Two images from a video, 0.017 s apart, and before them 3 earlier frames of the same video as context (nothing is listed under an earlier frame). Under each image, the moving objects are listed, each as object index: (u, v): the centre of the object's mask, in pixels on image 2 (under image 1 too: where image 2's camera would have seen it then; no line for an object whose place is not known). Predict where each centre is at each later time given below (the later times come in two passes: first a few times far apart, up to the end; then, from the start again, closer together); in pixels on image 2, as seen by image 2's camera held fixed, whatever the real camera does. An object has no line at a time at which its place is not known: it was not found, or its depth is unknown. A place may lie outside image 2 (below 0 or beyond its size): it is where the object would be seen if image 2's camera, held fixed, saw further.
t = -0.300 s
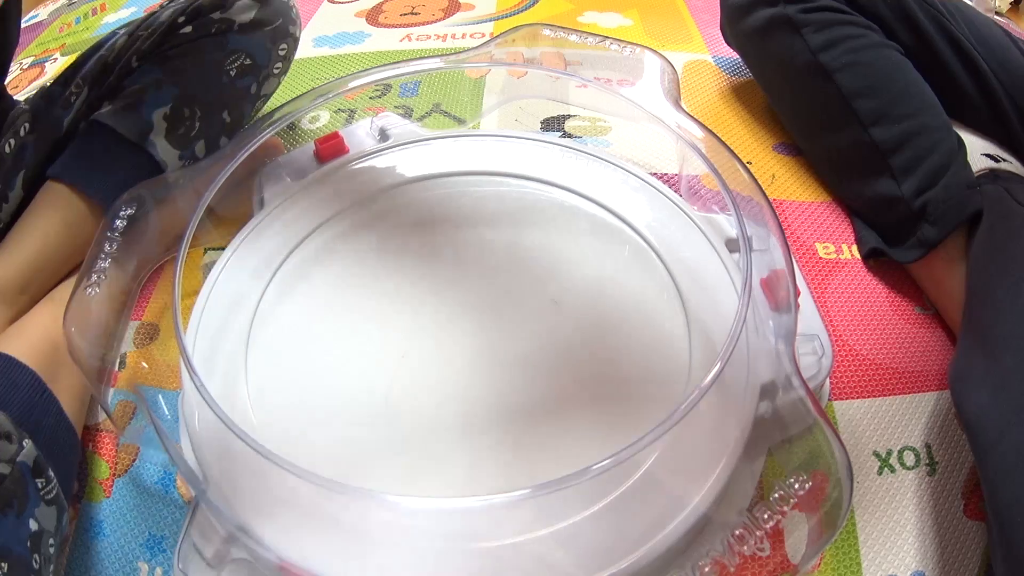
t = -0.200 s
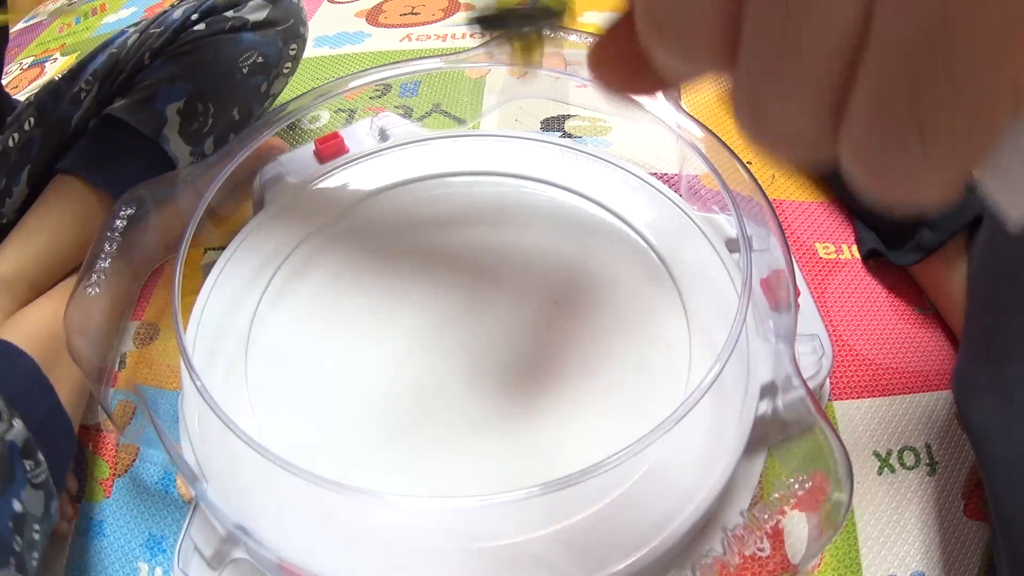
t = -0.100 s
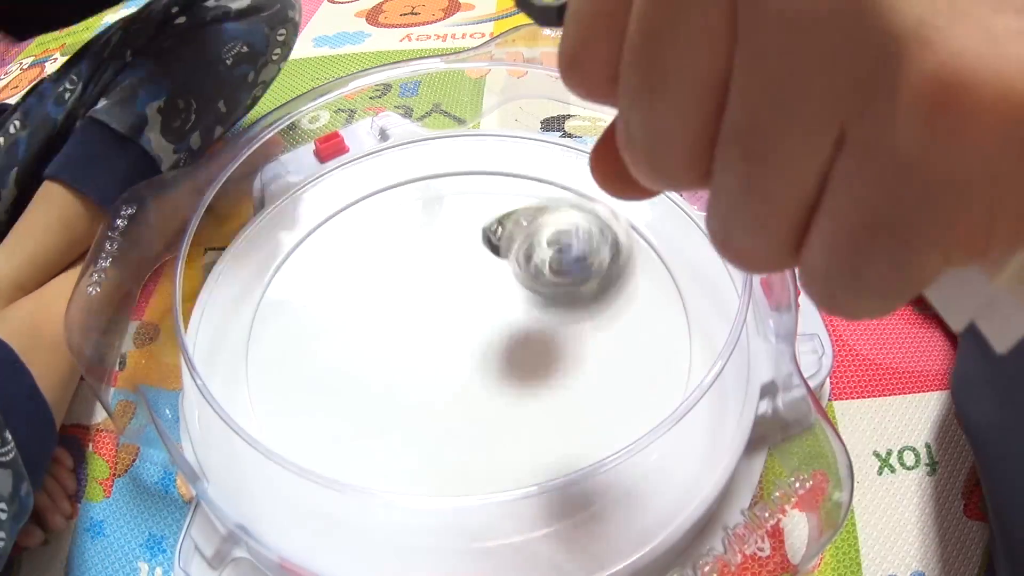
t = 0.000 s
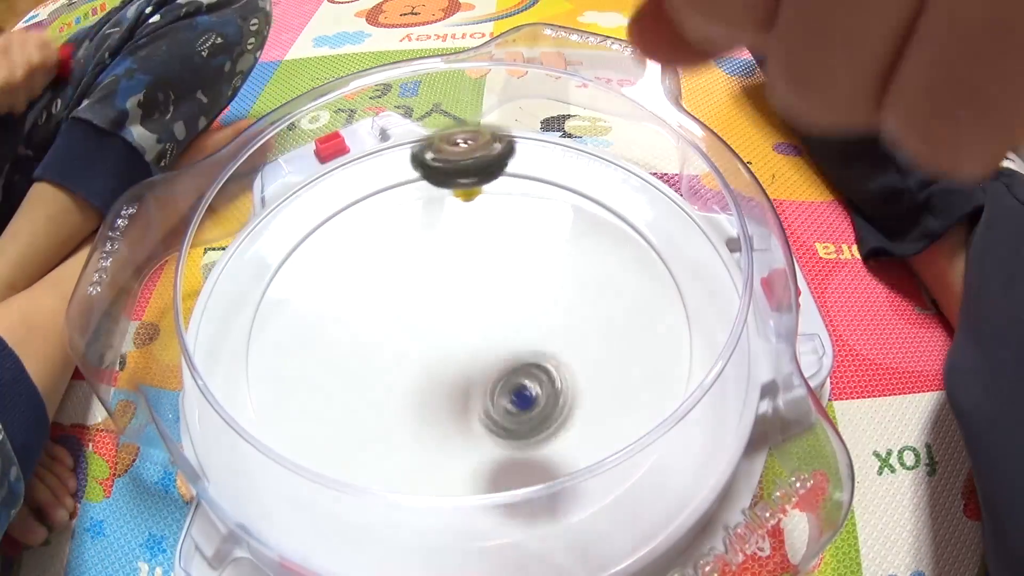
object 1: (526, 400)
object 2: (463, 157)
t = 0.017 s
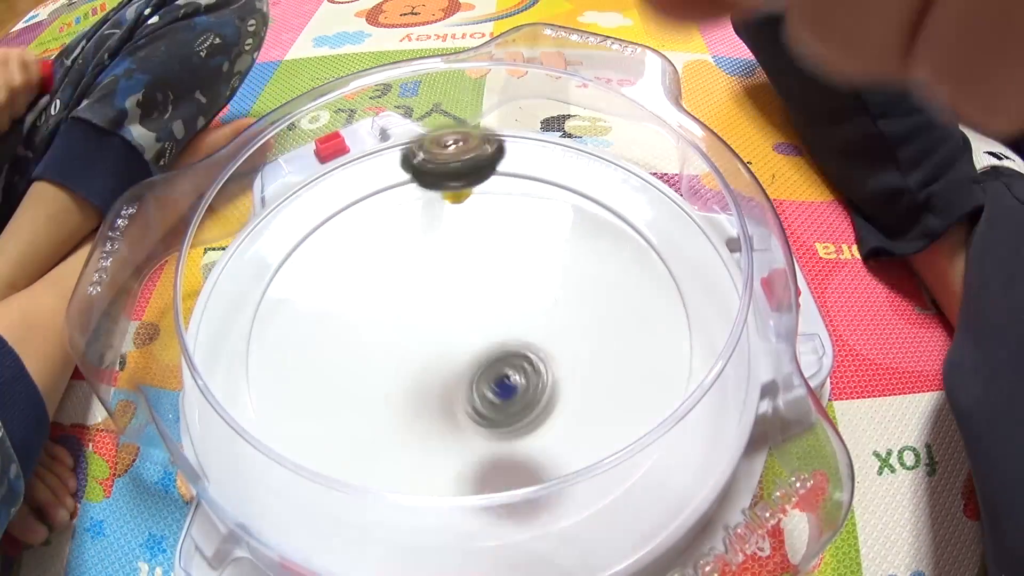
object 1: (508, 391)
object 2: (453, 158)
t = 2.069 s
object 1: (333, 310)
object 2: (441, 247)
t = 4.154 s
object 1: (367, 371)
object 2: (470, 363)
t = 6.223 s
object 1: (591, 257)
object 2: (526, 383)
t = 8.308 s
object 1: (422, 243)
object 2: (527, 301)
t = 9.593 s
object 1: (487, 409)
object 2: (407, 296)
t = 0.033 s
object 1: (492, 383)
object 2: (442, 165)
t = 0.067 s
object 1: (462, 378)
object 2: (425, 194)
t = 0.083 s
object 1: (447, 382)
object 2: (418, 213)
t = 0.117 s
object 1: (423, 400)
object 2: (406, 260)
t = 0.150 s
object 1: (401, 387)
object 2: (398, 308)
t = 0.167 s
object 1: (390, 365)
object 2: (389, 292)
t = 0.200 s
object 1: (370, 347)
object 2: (373, 267)
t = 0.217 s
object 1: (362, 341)
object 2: (365, 259)
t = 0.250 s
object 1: (352, 338)
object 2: (354, 253)
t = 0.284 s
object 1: (343, 321)
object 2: (346, 242)
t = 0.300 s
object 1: (342, 312)
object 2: (344, 230)
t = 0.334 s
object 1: (339, 302)
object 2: (342, 221)
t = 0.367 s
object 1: (341, 309)
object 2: (345, 224)
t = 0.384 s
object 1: (343, 316)
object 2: (347, 223)
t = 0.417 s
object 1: (348, 322)
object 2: (351, 209)
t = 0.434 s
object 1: (354, 318)
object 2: (353, 208)
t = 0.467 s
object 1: (364, 320)
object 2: (361, 208)
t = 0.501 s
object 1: (376, 322)
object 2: (370, 209)
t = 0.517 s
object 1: (381, 323)
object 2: (375, 209)
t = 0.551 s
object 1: (394, 323)
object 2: (385, 214)
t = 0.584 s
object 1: (406, 324)
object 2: (396, 223)
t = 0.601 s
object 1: (412, 325)
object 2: (402, 229)
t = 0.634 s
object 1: (424, 325)
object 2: (412, 240)
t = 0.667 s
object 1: (436, 327)
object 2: (421, 255)
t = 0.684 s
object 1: (441, 328)
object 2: (424, 262)
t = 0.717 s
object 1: (452, 355)
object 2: (429, 255)
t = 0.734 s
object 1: (457, 370)
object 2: (429, 250)
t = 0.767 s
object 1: (466, 397)
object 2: (429, 243)
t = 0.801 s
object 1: (470, 419)
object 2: (427, 239)
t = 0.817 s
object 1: (470, 429)
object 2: (425, 237)
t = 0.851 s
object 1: (466, 446)
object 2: (419, 234)
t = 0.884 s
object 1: (458, 458)
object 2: (411, 233)
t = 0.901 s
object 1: (454, 460)
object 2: (406, 233)
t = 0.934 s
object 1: (445, 465)
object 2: (397, 235)
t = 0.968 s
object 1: (437, 469)
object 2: (387, 238)
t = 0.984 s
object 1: (434, 471)
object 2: (381, 239)
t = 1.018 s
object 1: (428, 486)
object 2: (371, 244)
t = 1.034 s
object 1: (427, 487)
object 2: (366, 245)
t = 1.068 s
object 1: (425, 488)
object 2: (357, 251)
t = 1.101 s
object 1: (424, 486)
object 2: (349, 257)
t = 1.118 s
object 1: (425, 472)
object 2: (346, 261)
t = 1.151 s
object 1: (424, 469)
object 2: (340, 268)
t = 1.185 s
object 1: (427, 463)
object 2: (338, 275)
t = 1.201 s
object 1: (427, 460)
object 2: (336, 279)
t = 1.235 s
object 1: (425, 449)
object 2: (336, 285)
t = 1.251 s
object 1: (424, 441)
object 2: (336, 289)
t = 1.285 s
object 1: (419, 425)
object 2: (336, 294)
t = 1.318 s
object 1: (412, 409)
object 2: (338, 300)
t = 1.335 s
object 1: (408, 401)
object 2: (340, 302)
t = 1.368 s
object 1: (399, 385)
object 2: (346, 308)
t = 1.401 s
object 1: (394, 380)
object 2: (350, 302)
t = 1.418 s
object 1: (398, 389)
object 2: (350, 289)
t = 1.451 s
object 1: (403, 403)
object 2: (350, 267)
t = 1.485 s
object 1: (407, 412)
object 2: (352, 248)
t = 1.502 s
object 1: (410, 415)
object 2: (353, 241)
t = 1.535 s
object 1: (414, 415)
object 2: (355, 228)
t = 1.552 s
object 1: (416, 412)
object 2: (356, 223)
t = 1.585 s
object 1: (419, 404)
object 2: (357, 215)
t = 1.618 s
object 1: (420, 393)
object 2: (358, 210)
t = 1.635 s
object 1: (420, 388)
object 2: (359, 208)
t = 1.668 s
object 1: (417, 375)
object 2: (361, 207)
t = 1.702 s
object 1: (414, 362)
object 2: (363, 207)
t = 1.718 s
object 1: (412, 356)
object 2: (364, 207)
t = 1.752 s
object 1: (406, 345)
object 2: (366, 209)
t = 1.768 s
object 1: (403, 340)
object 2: (368, 209)
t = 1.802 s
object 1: (396, 330)
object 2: (372, 214)
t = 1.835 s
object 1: (388, 322)
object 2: (375, 217)
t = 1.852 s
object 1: (385, 318)
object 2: (378, 218)
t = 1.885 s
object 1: (376, 313)
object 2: (384, 224)
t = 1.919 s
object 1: (368, 309)
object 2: (391, 227)
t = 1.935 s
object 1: (364, 308)
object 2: (396, 230)
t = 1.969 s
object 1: (356, 305)
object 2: (406, 235)
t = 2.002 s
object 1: (348, 305)
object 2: (416, 239)
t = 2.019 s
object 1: (343, 306)
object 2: (422, 241)
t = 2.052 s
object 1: (336, 308)
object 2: (434, 245)
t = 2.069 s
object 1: (333, 310)
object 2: (441, 247)
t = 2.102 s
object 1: (327, 315)
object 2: (453, 248)
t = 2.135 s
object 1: (326, 324)
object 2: (467, 250)
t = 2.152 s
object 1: (327, 329)
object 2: (474, 251)
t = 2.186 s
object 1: (336, 339)
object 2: (487, 251)
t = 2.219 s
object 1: (350, 345)
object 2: (500, 252)
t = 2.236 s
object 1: (359, 347)
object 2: (506, 252)
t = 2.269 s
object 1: (379, 349)
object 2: (517, 251)
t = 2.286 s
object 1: (389, 348)
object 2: (523, 250)
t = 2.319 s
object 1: (409, 344)
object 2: (532, 248)
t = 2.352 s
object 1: (428, 336)
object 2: (541, 246)
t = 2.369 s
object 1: (437, 332)
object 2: (545, 245)
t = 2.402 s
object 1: (452, 322)
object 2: (553, 242)
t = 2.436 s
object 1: (464, 312)
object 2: (559, 240)
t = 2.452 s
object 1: (470, 306)
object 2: (562, 239)
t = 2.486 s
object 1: (478, 296)
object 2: (567, 237)
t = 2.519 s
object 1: (483, 285)
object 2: (572, 235)
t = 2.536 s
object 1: (486, 280)
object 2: (574, 236)
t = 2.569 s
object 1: (489, 270)
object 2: (576, 236)
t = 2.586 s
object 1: (490, 265)
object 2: (578, 236)
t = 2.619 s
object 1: (490, 256)
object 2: (580, 236)
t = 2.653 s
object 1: (490, 247)
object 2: (582, 237)
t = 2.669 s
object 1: (489, 243)
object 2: (582, 238)
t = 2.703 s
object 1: (487, 235)
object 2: (582, 240)
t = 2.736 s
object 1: (482, 227)
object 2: (582, 243)
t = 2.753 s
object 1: (481, 225)
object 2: (582, 245)
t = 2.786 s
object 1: (474, 219)
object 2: (580, 250)
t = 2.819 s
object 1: (466, 214)
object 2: (577, 255)
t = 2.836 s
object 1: (461, 213)
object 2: (576, 257)
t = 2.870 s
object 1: (451, 212)
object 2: (574, 264)
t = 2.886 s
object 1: (445, 212)
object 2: (572, 267)
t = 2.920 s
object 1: (433, 215)
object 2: (569, 275)
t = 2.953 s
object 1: (423, 224)
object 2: (567, 283)
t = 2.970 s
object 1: (418, 230)
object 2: (566, 287)
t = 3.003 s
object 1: (411, 244)
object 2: (565, 295)
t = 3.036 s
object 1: (409, 261)
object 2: (564, 305)
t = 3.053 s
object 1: (409, 268)
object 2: (564, 309)
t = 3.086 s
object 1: (412, 286)
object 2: (564, 319)
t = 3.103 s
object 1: (415, 294)
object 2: (564, 323)
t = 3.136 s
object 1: (423, 310)
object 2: (565, 332)
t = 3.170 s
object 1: (435, 325)
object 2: (566, 340)
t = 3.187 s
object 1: (441, 332)
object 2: (566, 344)
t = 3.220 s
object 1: (455, 343)
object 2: (566, 351)
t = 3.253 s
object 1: (469, 351)
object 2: (567, 357)
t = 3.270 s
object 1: (474, 354)
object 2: (571, 360)
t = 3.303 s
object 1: (472, 354)
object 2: (586, 367)
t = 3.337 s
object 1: (472, 354)
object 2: (597, 374)
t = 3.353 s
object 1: (473, 354)
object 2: (601, 376)
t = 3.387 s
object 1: (476, 354)
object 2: (608, 380)
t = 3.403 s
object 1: (477, 354)
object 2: (610, 381)
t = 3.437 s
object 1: (484, 354)
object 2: (615, 384)
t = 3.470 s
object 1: (493, 355)
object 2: (617, 386)
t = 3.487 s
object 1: (499, 355)
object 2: (619, 387)
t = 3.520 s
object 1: (512, 356)
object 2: (620, 388)
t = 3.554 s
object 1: (526, 356)
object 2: (619, 389)
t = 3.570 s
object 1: (533, 355)
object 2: (618, 390)
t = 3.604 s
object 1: (540, 348)
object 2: (620, 394)
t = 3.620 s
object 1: (540, 344)
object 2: (623, 397)
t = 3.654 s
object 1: (540, 330)
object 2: (625, 401)
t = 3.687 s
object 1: (536, 319)
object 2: (625, 402)
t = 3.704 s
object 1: (534, 315)
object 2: (624, 402)
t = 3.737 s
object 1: (526, 304)
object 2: (621, 400)
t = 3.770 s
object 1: (515, 297)
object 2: (616, 397)
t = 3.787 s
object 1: (508, 295)
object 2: (612, 395)
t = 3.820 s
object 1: (493, 292)
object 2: (602, 390)
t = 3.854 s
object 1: (475, 291)
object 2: (590, 385)
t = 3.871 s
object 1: (467, 293)
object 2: (583, 382)
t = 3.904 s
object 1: (450, 298)
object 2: (568, 378)
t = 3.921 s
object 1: (442, 301)
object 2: (560, 375)
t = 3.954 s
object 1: (427, 310)
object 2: (543, 371)
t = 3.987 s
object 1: (415, 321)
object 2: (525, 366)
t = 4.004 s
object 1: (410, 326)
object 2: (517, 364)
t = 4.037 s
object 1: (401, 339)
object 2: (500, 361)
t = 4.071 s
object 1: (393, 351)
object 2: (488, 360)
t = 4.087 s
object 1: (387, 355)
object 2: (485, 361)
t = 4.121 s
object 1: (377, 364)
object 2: (476, 362)
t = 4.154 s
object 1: (367, 371)
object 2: (470, 363)
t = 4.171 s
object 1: (363, 375)
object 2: (468, 364)
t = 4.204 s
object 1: (360, 385)
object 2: (461, 366)
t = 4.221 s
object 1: (360, 389)
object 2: (456, 366)
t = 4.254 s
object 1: (339, 400)
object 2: (466, 364)
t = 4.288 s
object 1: (317, 410)
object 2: (480, 359)
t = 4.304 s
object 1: (308, 415)
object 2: (485, 357)
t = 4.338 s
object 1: (302, 423)
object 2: (492, 352)
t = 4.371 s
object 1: (300, 428)
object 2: (493, 346)
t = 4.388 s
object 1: (302, 431)
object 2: (492, 343)
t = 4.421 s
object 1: (306, 437)
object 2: (488, 338)
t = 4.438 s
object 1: (310, 439)
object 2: (485, 336)
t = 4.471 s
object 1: (312, 451)
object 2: (479, 331)
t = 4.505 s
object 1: (322, 458)
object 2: (472, 327)
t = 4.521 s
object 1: (328, 462)
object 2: (468, 325)
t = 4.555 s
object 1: (351, 456)
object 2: (461, 322)
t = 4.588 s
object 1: (368, 457)
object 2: (455, 320)
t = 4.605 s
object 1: (380, 456)
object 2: (453, 319)
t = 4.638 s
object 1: (401, 452)
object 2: (448, 318)
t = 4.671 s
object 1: (420, 437)
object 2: (444, 318)
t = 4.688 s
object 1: (430, 428)
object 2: (443, 317)
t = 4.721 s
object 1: (445, 409)
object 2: (440, 316)
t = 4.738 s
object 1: (453, 401)
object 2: (440, 316)
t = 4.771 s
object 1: (463, 389)
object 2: (440, 305)
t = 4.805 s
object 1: (475, 385)
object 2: (438, 291)
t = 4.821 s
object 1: (480, 382)
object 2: (437, 286)
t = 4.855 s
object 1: (488, 371)
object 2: (434, 277)
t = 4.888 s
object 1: (491, 359)
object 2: (430, 268)
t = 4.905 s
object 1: (492, 354)
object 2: (428, 264)
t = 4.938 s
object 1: (495, 338)
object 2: (423, 257)
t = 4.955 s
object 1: (495, 332)
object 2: (421, 254)
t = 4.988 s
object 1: (494, 320)
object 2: (417, 249)
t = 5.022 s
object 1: (493, 307)
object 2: (413, 244)
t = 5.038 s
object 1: (492, 302)
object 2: (412, 242)
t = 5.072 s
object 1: (489, 292)
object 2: (408, 237)
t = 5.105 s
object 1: (488, 282)
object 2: (405, 233)
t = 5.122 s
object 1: (486, 277)
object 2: (403, 232)
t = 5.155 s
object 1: (482, 268)
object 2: (400, 229)
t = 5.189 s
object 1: (479, 260)
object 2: (398, 228)
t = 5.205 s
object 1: (478, 256)
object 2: (397, 228)
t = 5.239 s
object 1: (475, 249)
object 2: (395, 230)
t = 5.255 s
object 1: (477, 247)
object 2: (391, 230)
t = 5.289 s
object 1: (479, 243)
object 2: (385, 231)
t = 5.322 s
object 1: (479, 239)
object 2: (382, 234)
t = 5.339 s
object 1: (479, 238)
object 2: (381, 235)
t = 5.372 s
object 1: (478, 235)
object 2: (381, 239)
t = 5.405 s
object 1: (476, 232)
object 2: (382, 244)
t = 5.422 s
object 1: (475, 231)
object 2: (383, 247)
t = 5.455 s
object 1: (472, 228)
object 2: (386, 253)
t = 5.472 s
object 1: (471, 227)
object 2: (388, 256)
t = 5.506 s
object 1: (467, 224)
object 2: (393, 262)
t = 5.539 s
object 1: (464, 224)
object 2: (398, 268)
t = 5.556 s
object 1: (467, 221)
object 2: (397, 273)
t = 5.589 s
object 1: (471, 217)
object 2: (397, 284)
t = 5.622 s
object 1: (474, 217)
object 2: (400, 292)
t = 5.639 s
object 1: (475, 217)
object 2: (403, 296)
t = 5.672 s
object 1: (477, 219)
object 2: (409, 302)
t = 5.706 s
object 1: (479, 222)
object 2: (417, 308)
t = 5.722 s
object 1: (480, 224)
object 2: (421, 311)
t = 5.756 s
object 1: (482, 231)
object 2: (430, 317)
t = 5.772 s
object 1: (484, 234)
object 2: (435, 320)
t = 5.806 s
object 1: (488, 243)
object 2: (444, 325)
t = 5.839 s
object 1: (495, 253)
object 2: (453, 327)
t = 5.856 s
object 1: (499, 257)
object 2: (458, 330)
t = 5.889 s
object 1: (507, 265)
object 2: (466, 333)
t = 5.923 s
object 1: (519, 272)
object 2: (472, 338)
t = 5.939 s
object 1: (527, 272)
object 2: (473, 343)
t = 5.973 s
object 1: (541, 271)
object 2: (476, 350)
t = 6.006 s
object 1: (555, 271)
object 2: (482, 356)
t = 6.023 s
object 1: (561, 269)
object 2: (484, 359)
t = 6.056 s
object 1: (570, 268)
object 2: (491, 364)
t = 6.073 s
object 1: (575, 267)
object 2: (495, 367)
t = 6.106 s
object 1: (582, 264)
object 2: (502, 371)
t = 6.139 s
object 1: (588, 262)
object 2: (508, 375)
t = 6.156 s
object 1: (591, 261)
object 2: (512, 378)
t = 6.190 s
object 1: (593, 259)
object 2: (519, 381)
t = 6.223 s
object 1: (591, 257)
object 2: (526, 383)
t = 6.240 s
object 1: (589, 256)
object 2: (529, 383)
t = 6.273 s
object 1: (584, 258)
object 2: (535, 385)
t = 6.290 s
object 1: (579, 260)
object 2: (539, 385)
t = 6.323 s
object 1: (570, 267)
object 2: (545, 385)
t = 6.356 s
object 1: (560, 275)
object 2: (550, 384)
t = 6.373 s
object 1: (554, 279)
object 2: (552, 384)
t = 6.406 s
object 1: (545, 290)
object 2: (555, 382)
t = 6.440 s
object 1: (535, 304)
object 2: (557, 378)
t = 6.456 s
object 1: (532, 308)
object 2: (557, 376)
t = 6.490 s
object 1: (522, 306)
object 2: (555, 390)
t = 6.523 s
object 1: (513, 306)
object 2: (553, 401)
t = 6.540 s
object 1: (508, 307)
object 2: (553, 403)
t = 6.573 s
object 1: (499, 312)
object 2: (551, 406)
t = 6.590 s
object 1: (493, 315)
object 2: (551, 407)
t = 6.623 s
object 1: (485, 324)
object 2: (550, 410)
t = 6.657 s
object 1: (478, 333)
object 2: (547, 411)
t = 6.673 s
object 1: (474, 340)
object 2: (546, 412)
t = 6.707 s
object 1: (467, 351)
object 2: (542, 412)
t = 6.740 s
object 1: (462, 362)
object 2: (537, 410)
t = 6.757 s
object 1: (458, 366)
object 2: (537, 412)
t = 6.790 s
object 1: (440, 364)
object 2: (545, 420)
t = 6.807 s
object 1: (432, 361)
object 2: (546, 422)
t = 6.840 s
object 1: (418, 362)
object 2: (547, 423)
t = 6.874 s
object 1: (406, 361)
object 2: (547, 423)
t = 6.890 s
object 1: (401, 363)
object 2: (546, 422)
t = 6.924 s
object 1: (392, 365)
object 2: (543, 420)
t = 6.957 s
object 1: (384, 369)
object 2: (541, 416)
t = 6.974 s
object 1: (379, 373)
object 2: (538, 413)
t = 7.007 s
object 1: (372, 378)
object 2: (533, 409)
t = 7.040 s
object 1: (363, 385)
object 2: (527, 404)
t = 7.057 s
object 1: (363, 388)
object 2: (523, 401)
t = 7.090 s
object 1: (359, 396)
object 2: (516, 396)
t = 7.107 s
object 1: (360, 399)
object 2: (512, 393)
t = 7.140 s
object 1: (360, 406)
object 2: (504, 388)
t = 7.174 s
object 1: (369, 411)
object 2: (497, 383)
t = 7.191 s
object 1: (375, 412)
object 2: (493, 380)
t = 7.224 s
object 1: (388, 411)
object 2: (485, 374)
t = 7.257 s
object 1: (384, 405)
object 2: (497, 361)
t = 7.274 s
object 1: (370, 406)
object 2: (515, 351)
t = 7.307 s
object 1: (346, 403)
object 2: (544, 333)
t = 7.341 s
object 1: (329, 399)
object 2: (564, 314)
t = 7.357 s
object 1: (322, 397)
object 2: (573, 305)
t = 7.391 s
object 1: (313, 393)
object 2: (583, 290)
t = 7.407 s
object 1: (310, 393)
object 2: (585, 285)
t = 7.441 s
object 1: (302, 390)
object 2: (587, 271)
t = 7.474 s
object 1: (300, 387)
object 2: (585, 260)
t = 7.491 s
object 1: (298, 389)
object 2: (584, 256)
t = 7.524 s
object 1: (299, 381)
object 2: (578, 246)
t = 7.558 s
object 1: (303, 378)
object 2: (573, 240)
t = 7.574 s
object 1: (304, 376)
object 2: (569, 236)
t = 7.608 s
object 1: (314, 368)
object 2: (562, 232)
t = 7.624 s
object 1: (318, 366)
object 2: (558, 229)
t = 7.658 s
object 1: (326, 358)
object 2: (550, 226)
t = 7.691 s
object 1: (338, 347)
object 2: (542, 224)
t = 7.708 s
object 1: (343, 345)
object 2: (537, 222)
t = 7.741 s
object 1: (352, 335)
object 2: (529, 224)
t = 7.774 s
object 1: (363, 324)
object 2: (520, 224)
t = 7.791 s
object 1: (368, 321)
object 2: (517, 225)
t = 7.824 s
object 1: (376, 311)
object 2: (510, 227)
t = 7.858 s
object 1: (386, 301)
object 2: (504, 230)
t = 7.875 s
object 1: (390, 299)
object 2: (501, 234)
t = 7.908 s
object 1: (398, 289)
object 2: (496, 238)
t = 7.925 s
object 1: (403, 285)
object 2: (494, 241)
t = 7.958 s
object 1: (410, 278)
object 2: (490, 247)
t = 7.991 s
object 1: (404, 270)
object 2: (501, 250)
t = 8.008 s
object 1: (399, 268)
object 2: (508, 253)
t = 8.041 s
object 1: (395, 264)
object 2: (518, 257)
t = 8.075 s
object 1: (395, 260)
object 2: (525, 263)
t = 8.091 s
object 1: (396, 257)
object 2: (527, 265)
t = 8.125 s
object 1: (399, 252)
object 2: (530, 270)
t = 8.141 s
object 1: (401, 251)
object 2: (532, 273)
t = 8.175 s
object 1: (404, 247)
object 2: (532, 278)
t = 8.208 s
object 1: (408, 243)
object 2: (532, 284)
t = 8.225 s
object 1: (411, 243)
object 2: (530, 287)
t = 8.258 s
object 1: (415, 243)
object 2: (530, 292)
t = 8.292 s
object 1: (419, 243)
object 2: (527, 298)
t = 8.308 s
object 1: (422, 243)
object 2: (527, 301)
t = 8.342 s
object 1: (429, 246)
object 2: (524, 307)
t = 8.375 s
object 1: (437, 249)
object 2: (523, 311)
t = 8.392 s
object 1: (441, 250)
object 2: (521, 315)
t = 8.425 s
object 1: (451, 254)
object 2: (519, 321)
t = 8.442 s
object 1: (455, 256)
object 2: (516, 324)
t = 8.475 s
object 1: (468, 260)
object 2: (515, 331)
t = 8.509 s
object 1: (477, 263)
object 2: (510, 338)
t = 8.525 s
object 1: (482, 265)
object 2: (508, 340)
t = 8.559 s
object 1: (493, 267)
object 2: (504, 347)
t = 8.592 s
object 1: (503, 270)
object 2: (500, 353)
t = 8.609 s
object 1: (508, 272)
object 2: (496, 356)
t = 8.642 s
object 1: (518, 273)
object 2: (493, 361)
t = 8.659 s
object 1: (523, 274)
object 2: (489, 364)
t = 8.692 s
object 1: (534, 276)
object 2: (485, 369)
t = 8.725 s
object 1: (542, 278)
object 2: (479, 374)
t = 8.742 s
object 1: (546, 278)
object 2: (476, 376)
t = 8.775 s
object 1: (554, 279)
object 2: (470, 380)
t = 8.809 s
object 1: (562, 280)
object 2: (464, 381)
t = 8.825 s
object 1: (563, 281)
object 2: (460, 383)
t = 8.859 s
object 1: (567, 281)
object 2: (455, 384)
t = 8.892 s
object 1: (569, 283)
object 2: (449, 385)
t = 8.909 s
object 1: (569, 284)
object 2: (447, 384)
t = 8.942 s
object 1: (567, 285)
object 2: (442, 383)
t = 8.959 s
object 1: (566, 287)
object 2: (439, 382)
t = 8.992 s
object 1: (560, 293)
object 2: (435, 381)
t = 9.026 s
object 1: (553, 299)
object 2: (430, 378)
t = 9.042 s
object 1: (550, 301)
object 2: (429, 376)
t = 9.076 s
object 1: (544, 309)
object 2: (425, 373)
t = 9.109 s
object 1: (537, 319)
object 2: (423, 370)
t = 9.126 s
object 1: (533, 324)
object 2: (420, 367)
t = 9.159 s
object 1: (526, 333)
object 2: (418, 364)
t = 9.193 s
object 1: (520, 342)
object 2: (415, 359)
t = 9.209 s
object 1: (517, 346)
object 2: (413, 357)
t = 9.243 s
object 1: (512, 356)
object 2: (411, 352)
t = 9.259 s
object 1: (510, 360)
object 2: (409, 349)
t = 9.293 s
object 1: (505, 370)
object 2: (407, 344)
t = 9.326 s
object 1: (499, 378)
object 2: (404, 339)
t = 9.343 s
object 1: (497, 382)
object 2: (404, 336)
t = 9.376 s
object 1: (494, 389)
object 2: (402, 331)
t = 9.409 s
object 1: (491, 398)
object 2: (401, 324)
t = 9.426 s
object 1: (490, 401)
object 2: (401, 322)
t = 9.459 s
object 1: (488, 408)
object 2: (401, 316)
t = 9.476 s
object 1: (487, 410)
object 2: (401, 314)
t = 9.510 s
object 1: (487, 413)
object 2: (402, 308)
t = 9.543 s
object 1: (487, 413)
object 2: (403, 304)
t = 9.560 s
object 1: (487, 412)
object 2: (404, 300)
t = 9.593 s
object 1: (487, 409)
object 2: (407, 296)
